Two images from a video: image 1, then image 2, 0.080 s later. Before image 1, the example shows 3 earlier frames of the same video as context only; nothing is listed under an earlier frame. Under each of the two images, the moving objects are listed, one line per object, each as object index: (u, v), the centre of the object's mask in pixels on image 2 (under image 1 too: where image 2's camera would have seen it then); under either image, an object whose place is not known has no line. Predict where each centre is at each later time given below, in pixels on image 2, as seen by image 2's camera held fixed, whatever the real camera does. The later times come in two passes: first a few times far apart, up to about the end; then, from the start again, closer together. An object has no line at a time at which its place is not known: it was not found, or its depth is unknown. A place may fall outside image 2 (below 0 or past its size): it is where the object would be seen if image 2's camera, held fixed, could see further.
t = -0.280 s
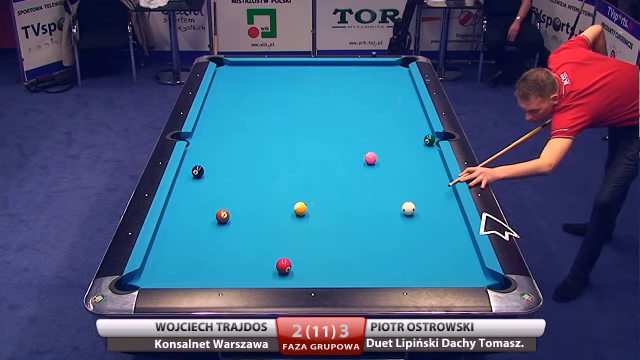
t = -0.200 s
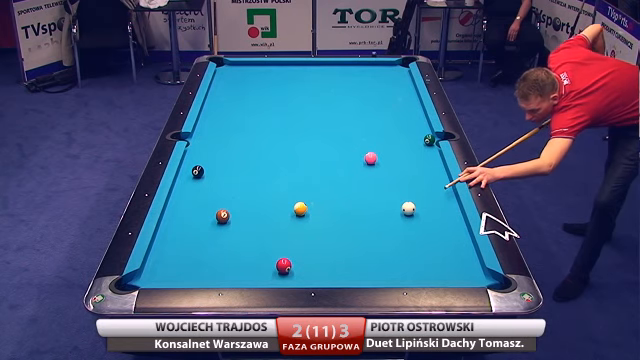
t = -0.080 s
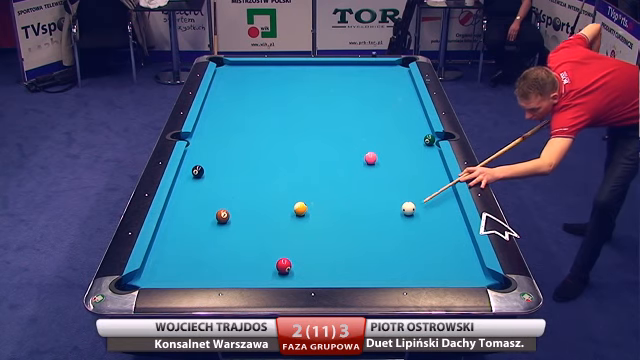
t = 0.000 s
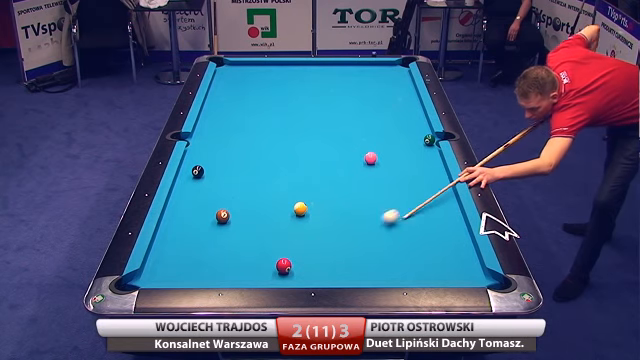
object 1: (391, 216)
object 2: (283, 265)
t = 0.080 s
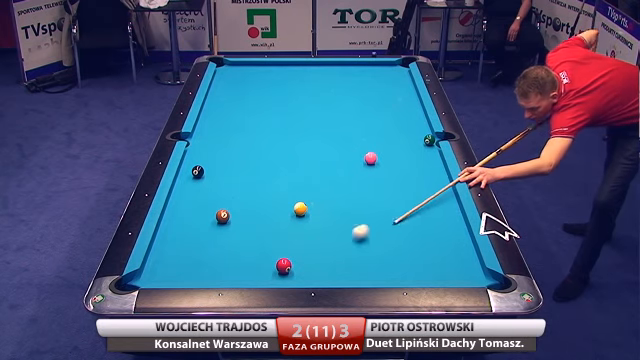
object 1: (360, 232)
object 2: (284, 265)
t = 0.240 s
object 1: (306, 260)
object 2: (283, 265)
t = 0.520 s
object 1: (315, 270)
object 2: (216, 270)
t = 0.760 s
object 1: (335, 257)
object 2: (160, 273)
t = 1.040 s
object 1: (356, 243)
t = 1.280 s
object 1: (372, 233)
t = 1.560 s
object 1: (389, 222)
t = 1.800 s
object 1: (402, 213)
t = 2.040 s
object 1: (414, 206)
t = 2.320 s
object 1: (426, 197)
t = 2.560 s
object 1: (435, 191)
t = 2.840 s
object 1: (445, 184)
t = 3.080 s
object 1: (442, 180)
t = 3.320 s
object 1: (437, 178)
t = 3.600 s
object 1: (431, 175)
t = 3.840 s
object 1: (427, 173)
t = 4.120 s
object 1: (424, 171)
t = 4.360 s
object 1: (421, 169)
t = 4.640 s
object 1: (419, 168)
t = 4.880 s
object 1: (418, 167)
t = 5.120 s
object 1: (418, 167)
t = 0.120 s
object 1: (346, 239)
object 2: (283, 265)
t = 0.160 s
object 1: (332, 246)
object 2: (284, 265)
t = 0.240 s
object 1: (306, 260)
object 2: (283, 265)
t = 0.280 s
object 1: (299, 266)
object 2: (277, 265)
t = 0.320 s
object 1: (301, 271)
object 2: (265, 266)
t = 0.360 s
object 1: (302, 274)
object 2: (254, 267)
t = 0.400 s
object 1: (304, 275)
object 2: (244, 268)
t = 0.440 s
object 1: (307, 273)
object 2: (235, 269)
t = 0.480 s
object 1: (311, 272)
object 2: (226, 269)
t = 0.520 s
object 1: (315, 270)
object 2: (216, 270)
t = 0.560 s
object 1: (318, 267)
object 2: (207, 270)
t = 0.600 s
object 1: (322, 265)
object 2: (198, 271)
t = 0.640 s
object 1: (325, 264)
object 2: (188, 271)
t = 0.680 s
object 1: (328, 261)
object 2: (179, 272)
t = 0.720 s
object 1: (331, 259)
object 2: (169, 272)
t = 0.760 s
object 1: (335, 257)
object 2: (160, 273)
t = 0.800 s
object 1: (338, 255)
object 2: (151, 274)
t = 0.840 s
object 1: (341, 253)
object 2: (142, 275)
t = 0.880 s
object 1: (344, 251)
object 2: (137, 277)
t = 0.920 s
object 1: (347, 249)
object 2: (135, 281)
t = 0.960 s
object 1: (350, 247)
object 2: (133, 287)
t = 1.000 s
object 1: (353, 245)
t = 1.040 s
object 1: (356, 243)
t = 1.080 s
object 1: (359, 242)
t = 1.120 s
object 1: (362, 240)
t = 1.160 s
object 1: (364, 238)
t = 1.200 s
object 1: (367, 236)
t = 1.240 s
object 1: (370, 235)
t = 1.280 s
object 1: (372, 233)
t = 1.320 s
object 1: (375, 231)
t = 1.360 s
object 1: (377, 230)
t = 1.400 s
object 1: (380, 228)
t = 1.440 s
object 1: (382, 226)
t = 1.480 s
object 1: (385, 225)
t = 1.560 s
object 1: (389, 222)
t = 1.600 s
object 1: (392, 220)
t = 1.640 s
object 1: (394, 219)
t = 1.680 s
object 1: (396, 218)
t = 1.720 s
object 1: (398, 216)
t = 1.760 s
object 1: (400, 215)
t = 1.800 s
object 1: (402, 213)
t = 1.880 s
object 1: (406, 211)
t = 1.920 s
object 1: (408, 209)
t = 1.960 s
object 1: (410, 208)
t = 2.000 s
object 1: (412, 207)
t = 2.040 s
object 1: (414, 206)
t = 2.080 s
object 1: (416, 204)
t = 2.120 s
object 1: (418, 203)
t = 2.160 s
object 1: (419, 202)
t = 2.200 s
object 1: (421, 201)
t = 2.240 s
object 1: (423, 200)
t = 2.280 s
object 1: (425, 198)
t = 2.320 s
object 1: (426, 197)
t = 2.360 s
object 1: (428, 196)
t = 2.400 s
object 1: (429, 195)
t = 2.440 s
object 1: (431, 194)
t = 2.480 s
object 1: (433, 193)
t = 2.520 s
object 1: (434, 192)
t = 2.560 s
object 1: (435, 191)
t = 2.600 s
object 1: (437, 190)
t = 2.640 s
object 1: (438, 189)
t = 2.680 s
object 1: (440, 188)
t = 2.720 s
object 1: (441, 187)
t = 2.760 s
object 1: (443, 186)
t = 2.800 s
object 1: (444, 185)
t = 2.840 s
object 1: (445, 184)
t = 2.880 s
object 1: (447, 183)
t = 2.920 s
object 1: (446, 183)
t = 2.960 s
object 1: (446, 182)
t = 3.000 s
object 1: (444, 182)
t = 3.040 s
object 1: (443, 181)
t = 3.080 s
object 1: (442, 180)
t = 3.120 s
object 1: (441, 180)
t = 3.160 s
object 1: (440, 180)
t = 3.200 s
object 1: (439, 179)
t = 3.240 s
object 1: (438, 178)
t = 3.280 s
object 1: (438, 178)
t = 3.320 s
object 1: (437, 178)
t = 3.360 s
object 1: (436, 177)
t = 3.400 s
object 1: (435, 177)
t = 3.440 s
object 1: (434, 176)
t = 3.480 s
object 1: (433, 176)
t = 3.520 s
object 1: (433, 175)
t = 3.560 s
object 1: (432, 175)
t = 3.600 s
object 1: (431, 175)
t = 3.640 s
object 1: (430, 174)
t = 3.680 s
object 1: (430, 174)
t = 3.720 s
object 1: (429, 173)
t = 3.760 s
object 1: (428, 173)
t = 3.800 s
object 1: (428, 173)
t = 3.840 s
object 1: (427, 173)
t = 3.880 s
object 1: (426, 172)
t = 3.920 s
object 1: (426, 172)
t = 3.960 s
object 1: (425, 172)
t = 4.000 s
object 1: (425, 171)
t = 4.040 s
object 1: (424, 171)
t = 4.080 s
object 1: (424, 171)
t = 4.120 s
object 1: (424, 171)
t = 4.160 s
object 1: (423, 170)
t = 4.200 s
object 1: (423, 170)
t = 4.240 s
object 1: (422, 170)
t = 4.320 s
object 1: (422, 169)
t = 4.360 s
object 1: (421, 169)
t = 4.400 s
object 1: (421, 169)
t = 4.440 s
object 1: (421, 169)
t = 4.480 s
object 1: (420, 169)
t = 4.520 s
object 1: (420, 168)
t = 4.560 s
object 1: (420, 168)
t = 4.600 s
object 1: (420, 168)
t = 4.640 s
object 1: (419, 168)
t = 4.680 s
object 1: (419, 168)
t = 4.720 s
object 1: (419, 168)
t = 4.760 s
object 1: (419, 168)
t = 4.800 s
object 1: (419, 168)
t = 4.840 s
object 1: (419, 167)
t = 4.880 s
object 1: (418, 167)
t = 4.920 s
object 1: (418, 167)
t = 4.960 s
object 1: (418, 167)
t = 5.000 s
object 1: (418, 167)
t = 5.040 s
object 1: (418, 167)
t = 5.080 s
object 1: (418, 167)
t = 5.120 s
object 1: (418, 167)
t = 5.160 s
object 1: (418, 167)
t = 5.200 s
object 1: (418, 167)
